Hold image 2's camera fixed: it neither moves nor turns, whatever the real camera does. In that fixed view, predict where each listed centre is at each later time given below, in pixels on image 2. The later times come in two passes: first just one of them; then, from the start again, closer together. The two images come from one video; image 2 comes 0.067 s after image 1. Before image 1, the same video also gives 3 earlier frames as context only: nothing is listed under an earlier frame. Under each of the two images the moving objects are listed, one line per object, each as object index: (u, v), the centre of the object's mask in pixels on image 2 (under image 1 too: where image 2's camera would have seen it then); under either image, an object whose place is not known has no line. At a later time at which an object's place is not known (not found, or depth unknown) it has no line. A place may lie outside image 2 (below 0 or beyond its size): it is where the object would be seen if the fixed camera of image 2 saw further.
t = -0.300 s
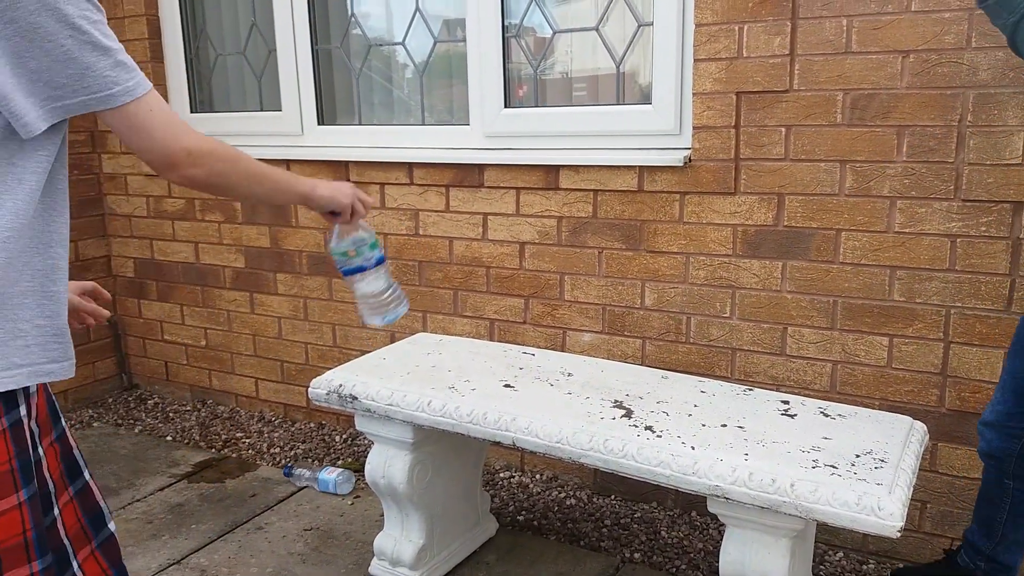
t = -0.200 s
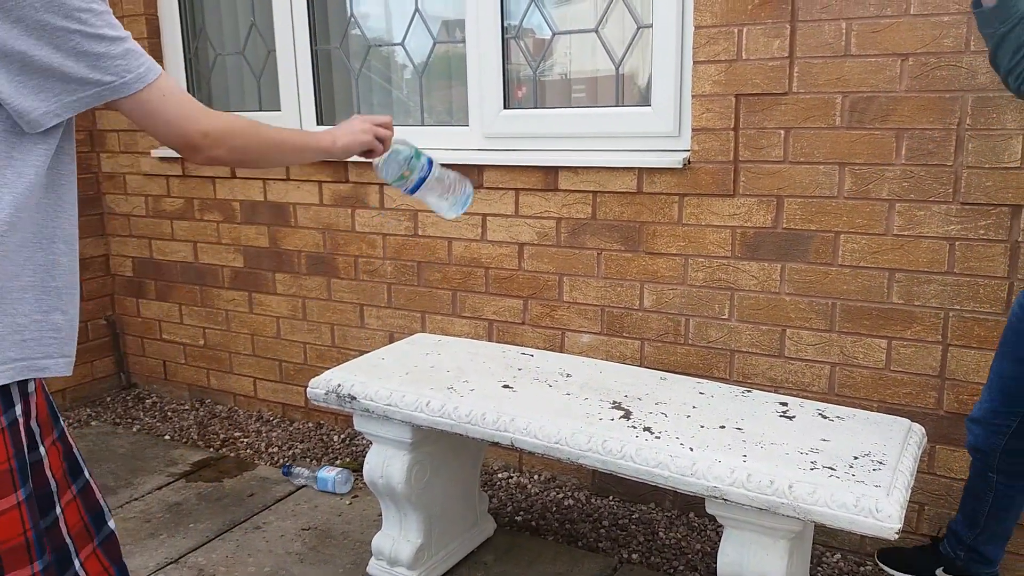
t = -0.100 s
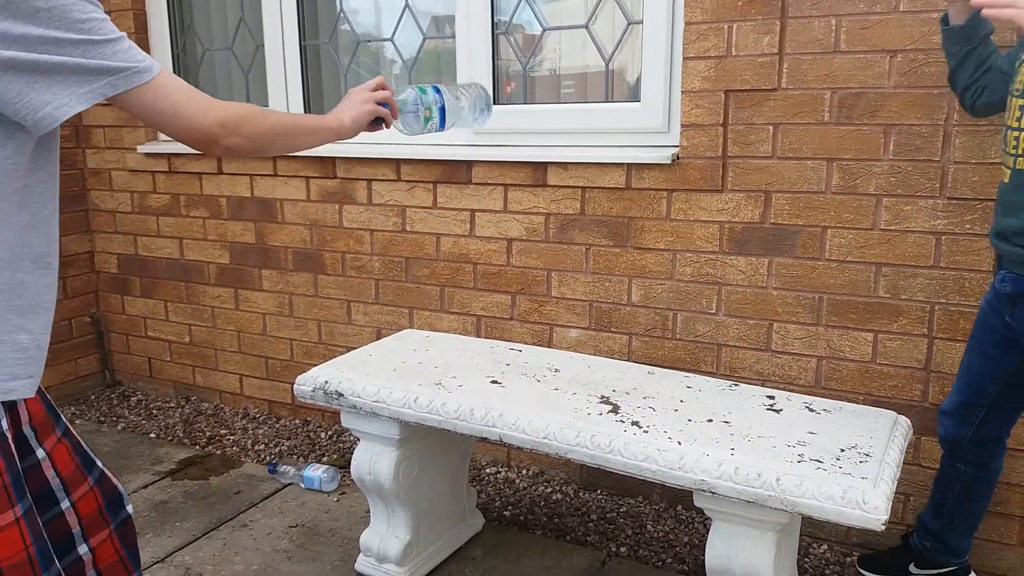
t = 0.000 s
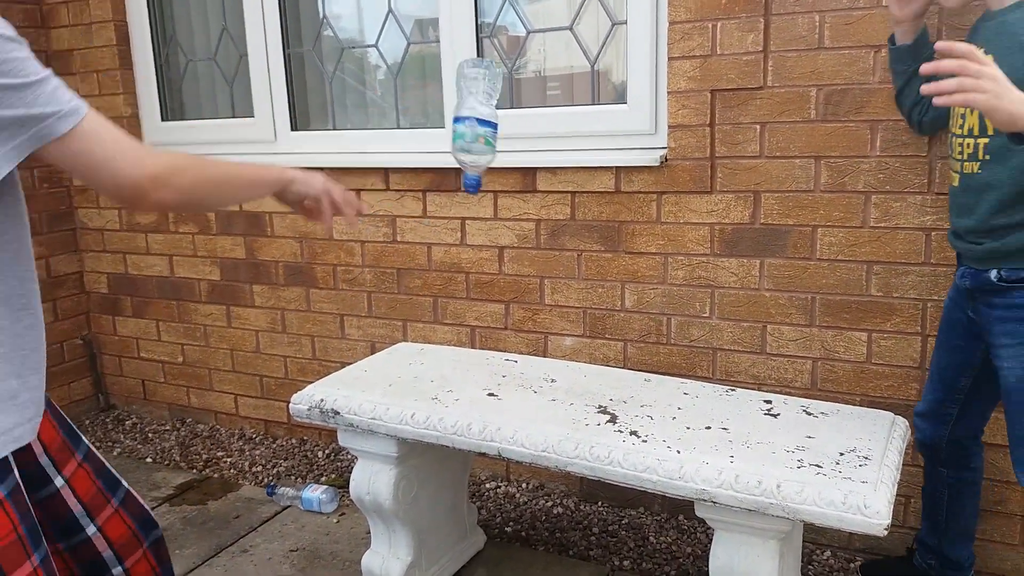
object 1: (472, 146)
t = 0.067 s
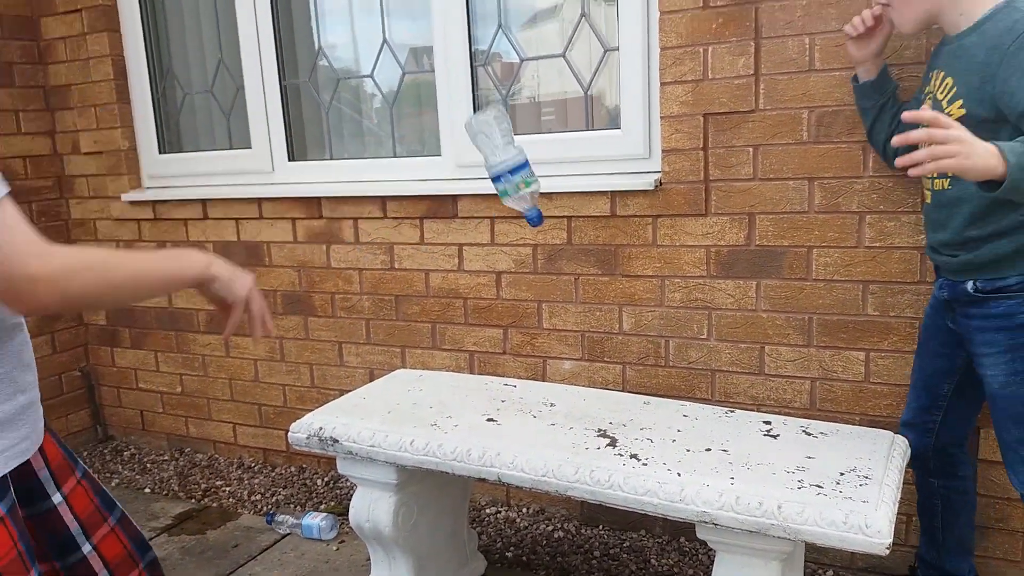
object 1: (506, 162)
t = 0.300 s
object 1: (582, 373)
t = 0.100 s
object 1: (518, 175)
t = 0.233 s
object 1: (561, 287)
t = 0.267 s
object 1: (572, 330)
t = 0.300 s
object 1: (582, 373)
